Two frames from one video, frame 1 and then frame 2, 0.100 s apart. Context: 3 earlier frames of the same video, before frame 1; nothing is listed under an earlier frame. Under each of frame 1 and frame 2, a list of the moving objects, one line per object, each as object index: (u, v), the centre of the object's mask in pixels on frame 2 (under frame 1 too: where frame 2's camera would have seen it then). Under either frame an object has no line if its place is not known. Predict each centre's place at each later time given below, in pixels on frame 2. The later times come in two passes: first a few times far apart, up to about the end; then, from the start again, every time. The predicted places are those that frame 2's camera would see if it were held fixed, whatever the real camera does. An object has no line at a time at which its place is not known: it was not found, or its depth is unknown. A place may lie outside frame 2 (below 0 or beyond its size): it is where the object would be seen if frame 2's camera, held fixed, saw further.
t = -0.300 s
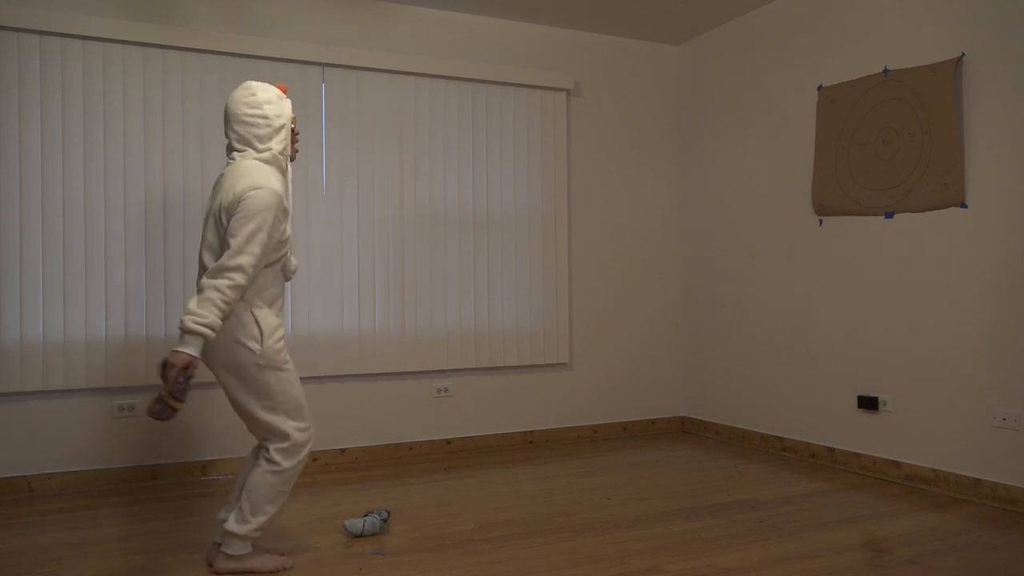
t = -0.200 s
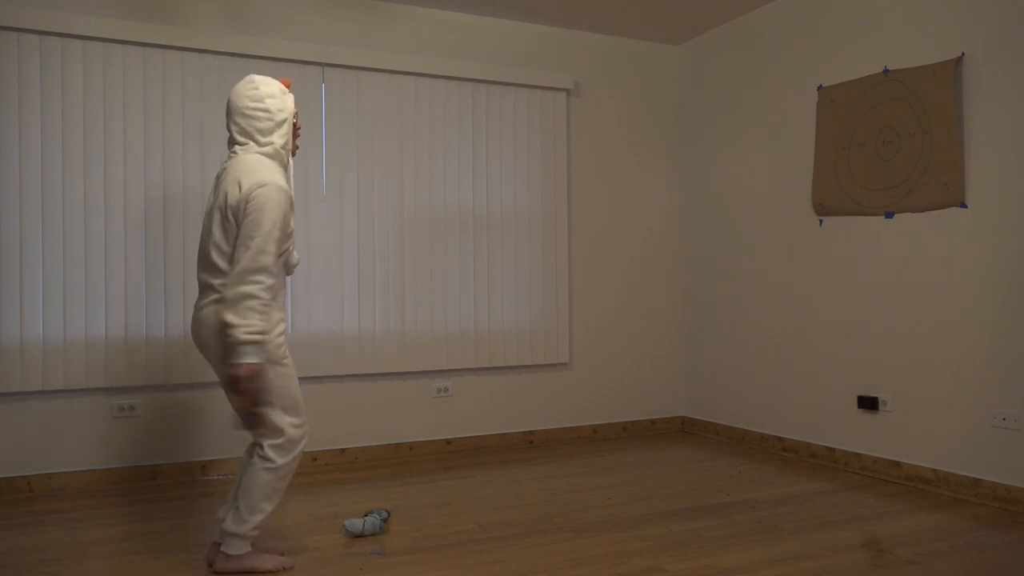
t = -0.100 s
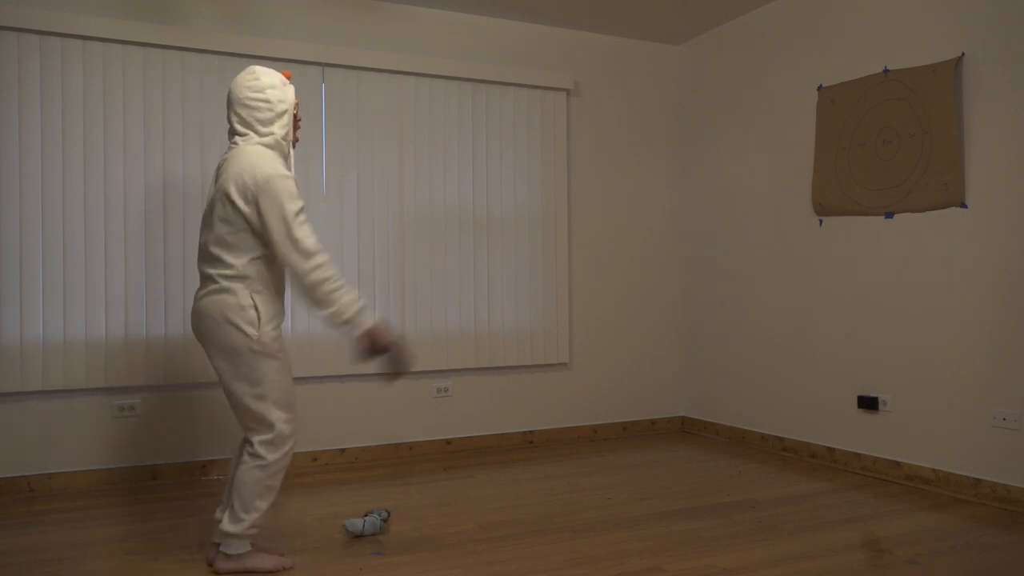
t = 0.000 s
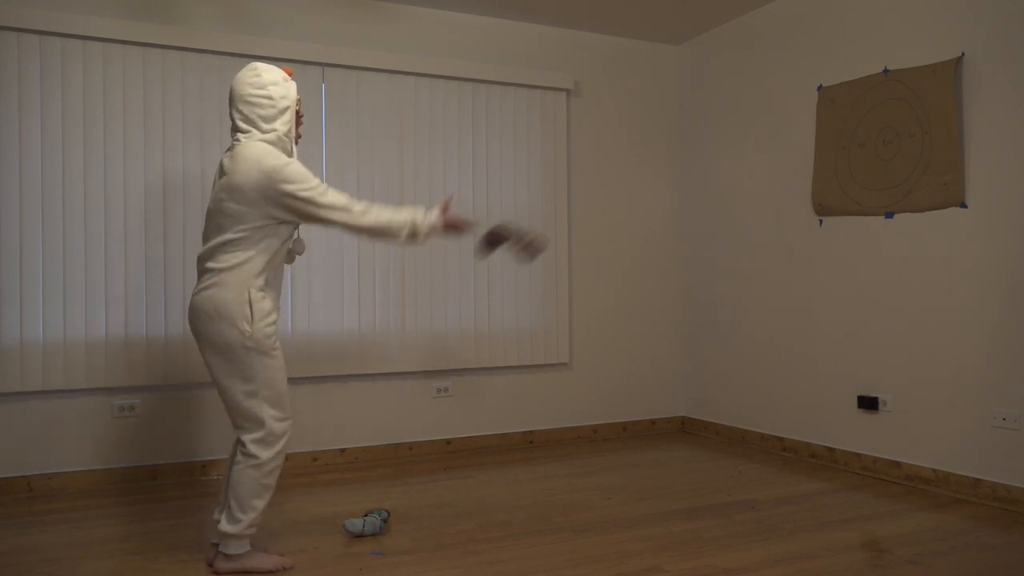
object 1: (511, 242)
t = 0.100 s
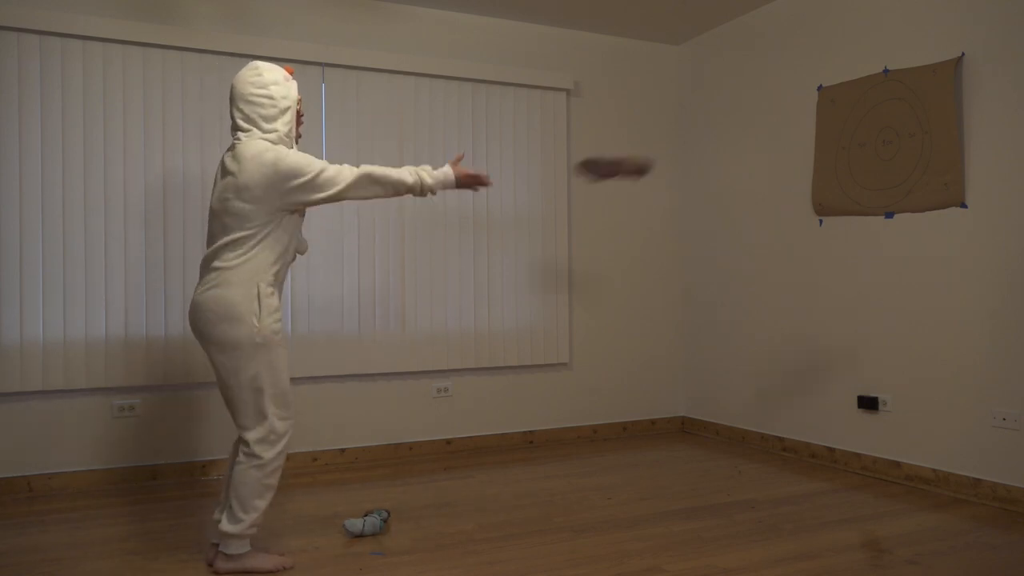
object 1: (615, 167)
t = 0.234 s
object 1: (734, 127)
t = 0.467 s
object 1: (895, 155)
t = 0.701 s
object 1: (871, 268)
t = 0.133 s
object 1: (646, 152)
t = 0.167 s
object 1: (675, 141)
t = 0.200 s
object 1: (705, 132)
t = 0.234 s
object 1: (734, 127)
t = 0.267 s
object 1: (761, 124)
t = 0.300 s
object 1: (788, 123)
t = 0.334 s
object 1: (815, 126)
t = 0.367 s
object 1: (842, 128)
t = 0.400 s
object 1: (864, 135)
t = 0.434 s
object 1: (888, 145)
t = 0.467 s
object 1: (895, 155)
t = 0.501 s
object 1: (892, 168)
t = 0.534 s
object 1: (890, 181)
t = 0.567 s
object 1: (887, 194)
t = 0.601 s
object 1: (883, 208)
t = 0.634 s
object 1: (880, 228)
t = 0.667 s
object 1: (875, 246)
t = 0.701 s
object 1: (871, 268)
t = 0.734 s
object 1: (867, 293)
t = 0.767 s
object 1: (863, 321)
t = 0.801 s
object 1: (859, 352)
